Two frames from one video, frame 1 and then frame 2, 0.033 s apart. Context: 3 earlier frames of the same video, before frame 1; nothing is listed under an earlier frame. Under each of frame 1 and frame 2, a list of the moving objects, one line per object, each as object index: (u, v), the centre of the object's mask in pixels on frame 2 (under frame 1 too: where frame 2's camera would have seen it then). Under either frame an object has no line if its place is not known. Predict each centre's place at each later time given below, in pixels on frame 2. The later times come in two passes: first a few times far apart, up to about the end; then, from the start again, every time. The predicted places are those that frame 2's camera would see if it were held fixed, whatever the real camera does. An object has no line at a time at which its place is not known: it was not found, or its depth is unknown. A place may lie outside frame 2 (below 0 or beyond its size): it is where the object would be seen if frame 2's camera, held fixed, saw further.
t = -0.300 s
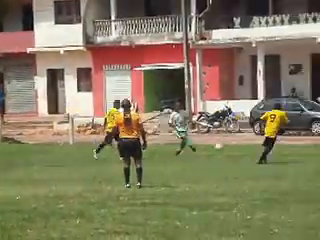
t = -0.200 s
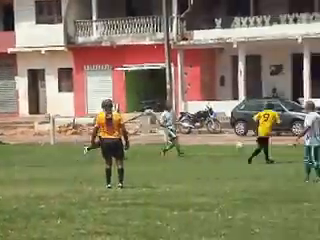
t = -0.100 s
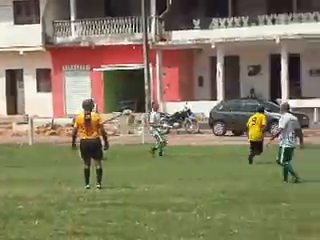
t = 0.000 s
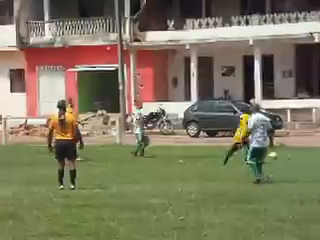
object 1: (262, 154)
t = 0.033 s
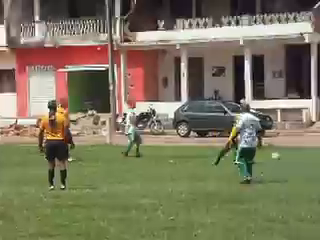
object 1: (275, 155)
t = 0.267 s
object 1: (349, 153)
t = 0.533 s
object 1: (430, 149)
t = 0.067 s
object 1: (286, 154)
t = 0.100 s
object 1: (296, 153)
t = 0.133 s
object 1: (306, 151)
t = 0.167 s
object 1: (317, 151)
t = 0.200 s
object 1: (327, 151)
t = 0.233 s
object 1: (338, 151)
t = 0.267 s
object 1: (349, 153)
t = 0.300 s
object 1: (360, 154)
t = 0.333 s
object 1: (371, 155)
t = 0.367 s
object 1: (382, 155)
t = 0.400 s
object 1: (389, 153)
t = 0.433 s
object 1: (400, 151)
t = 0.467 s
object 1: (409, 150)
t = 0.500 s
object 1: (420, 149)
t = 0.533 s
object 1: (430, 149)
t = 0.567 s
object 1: (440, 150)
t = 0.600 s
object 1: (450, 150)
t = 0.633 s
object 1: (460, 151)
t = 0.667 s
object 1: (470, 153)
